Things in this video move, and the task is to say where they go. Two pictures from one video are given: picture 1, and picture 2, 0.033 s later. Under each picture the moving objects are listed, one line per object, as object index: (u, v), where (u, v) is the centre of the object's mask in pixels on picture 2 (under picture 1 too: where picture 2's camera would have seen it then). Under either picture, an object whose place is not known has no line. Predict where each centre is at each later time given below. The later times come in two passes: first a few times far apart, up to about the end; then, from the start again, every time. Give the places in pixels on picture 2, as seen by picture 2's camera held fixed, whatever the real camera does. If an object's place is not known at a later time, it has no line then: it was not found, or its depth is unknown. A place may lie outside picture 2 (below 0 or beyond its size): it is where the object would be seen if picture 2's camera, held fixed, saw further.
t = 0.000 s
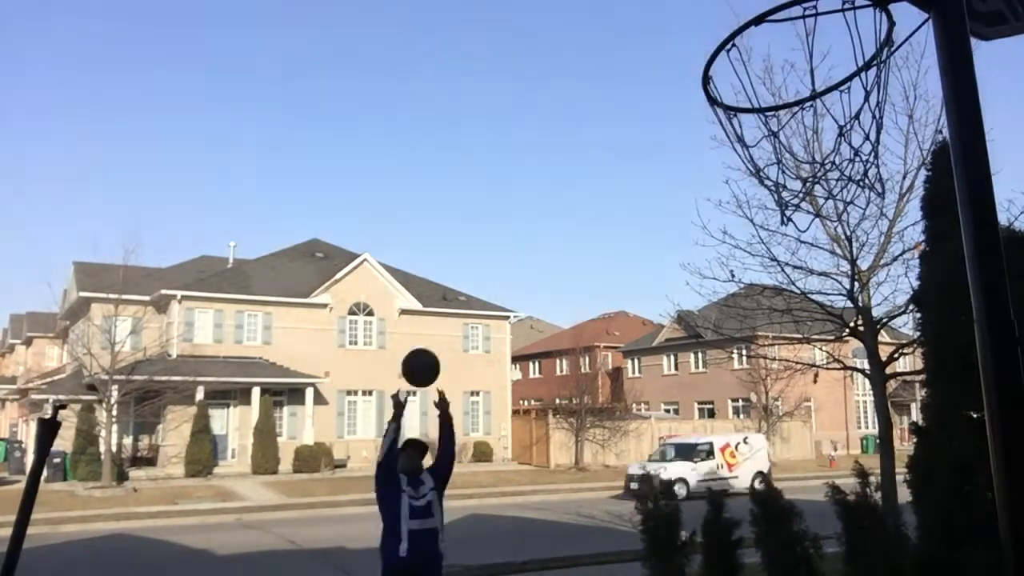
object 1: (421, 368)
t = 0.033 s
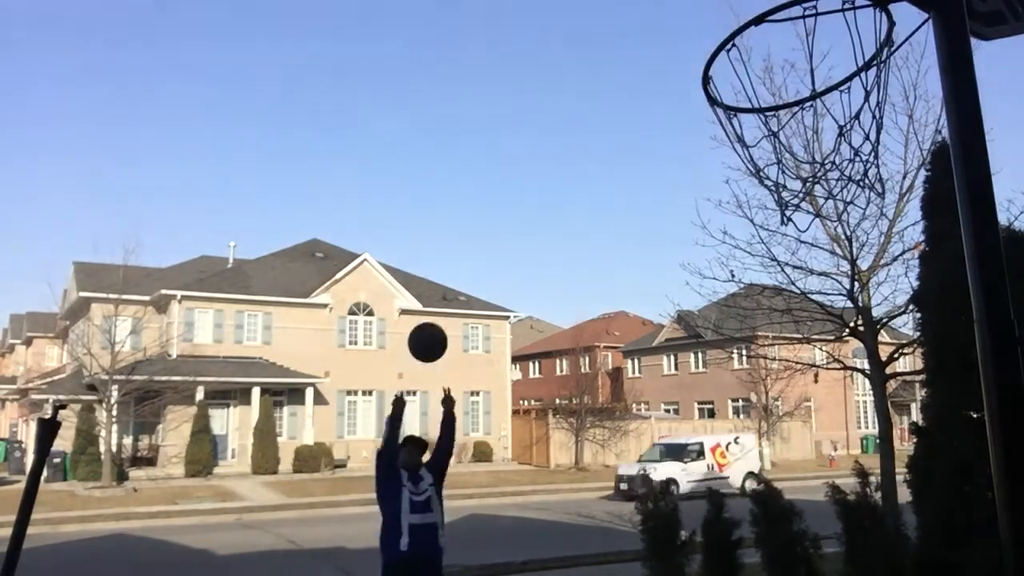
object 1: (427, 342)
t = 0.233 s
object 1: (476, 204)
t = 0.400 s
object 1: (535, 114)
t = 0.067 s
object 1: (435, 317)
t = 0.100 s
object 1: (442, 293)
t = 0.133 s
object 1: (450, 270)
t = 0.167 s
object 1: (458, 247)
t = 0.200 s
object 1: (467, 225)
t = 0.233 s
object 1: (476, 204)
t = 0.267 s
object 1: (486, 184)
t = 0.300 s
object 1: (497, 165)
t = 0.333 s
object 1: (508, 146)
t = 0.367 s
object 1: (521, 129)
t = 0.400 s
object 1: (535, 114)
